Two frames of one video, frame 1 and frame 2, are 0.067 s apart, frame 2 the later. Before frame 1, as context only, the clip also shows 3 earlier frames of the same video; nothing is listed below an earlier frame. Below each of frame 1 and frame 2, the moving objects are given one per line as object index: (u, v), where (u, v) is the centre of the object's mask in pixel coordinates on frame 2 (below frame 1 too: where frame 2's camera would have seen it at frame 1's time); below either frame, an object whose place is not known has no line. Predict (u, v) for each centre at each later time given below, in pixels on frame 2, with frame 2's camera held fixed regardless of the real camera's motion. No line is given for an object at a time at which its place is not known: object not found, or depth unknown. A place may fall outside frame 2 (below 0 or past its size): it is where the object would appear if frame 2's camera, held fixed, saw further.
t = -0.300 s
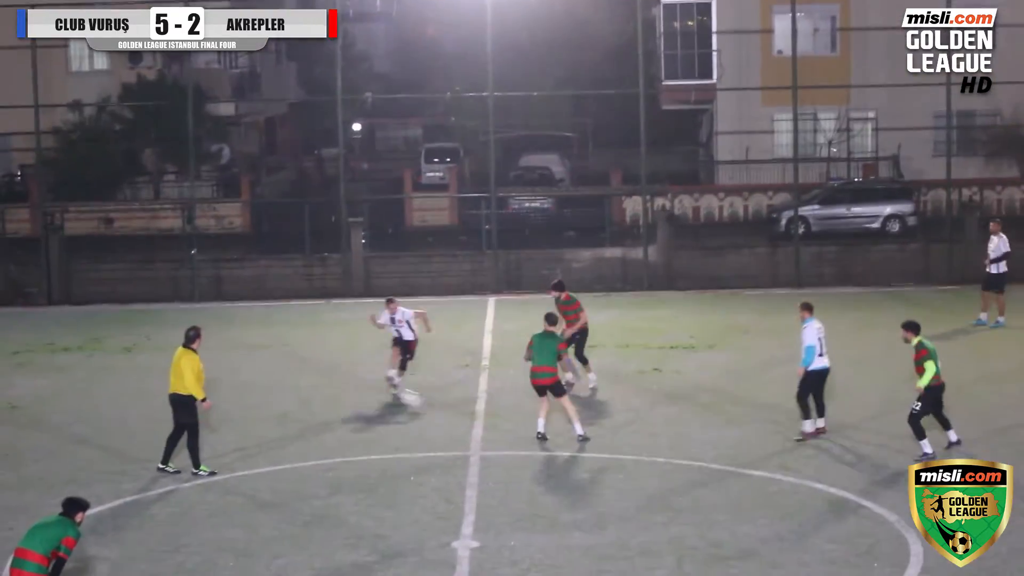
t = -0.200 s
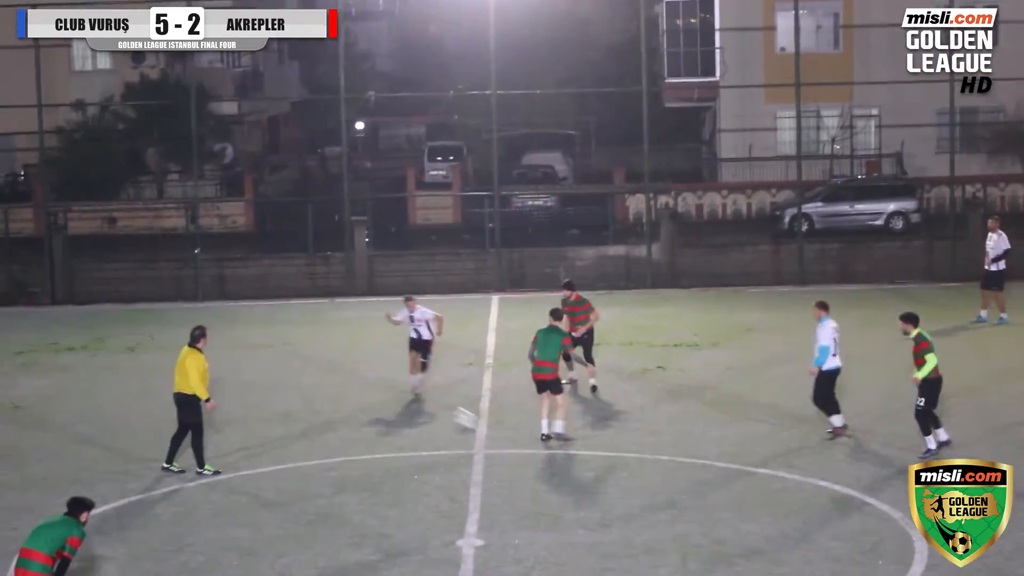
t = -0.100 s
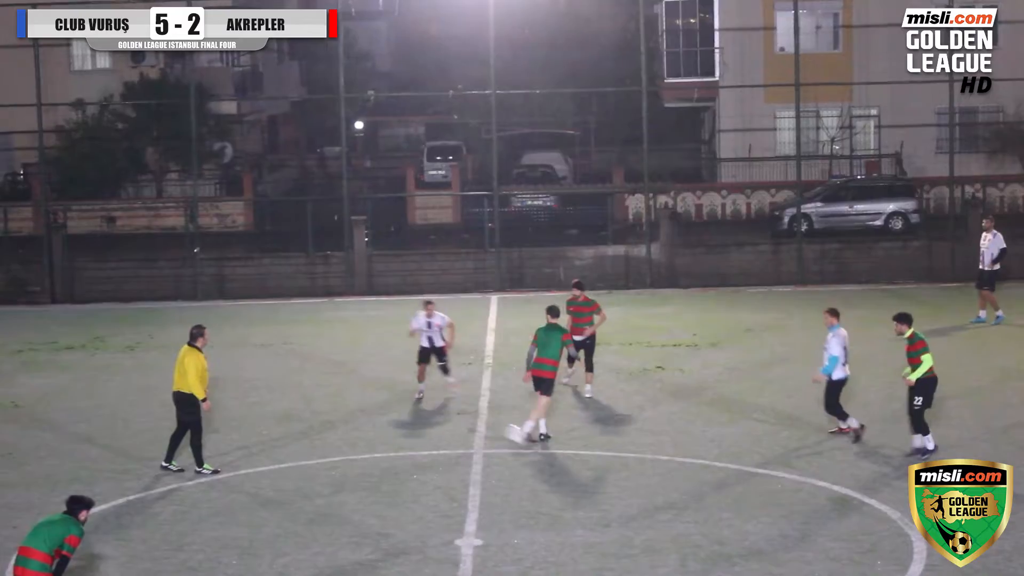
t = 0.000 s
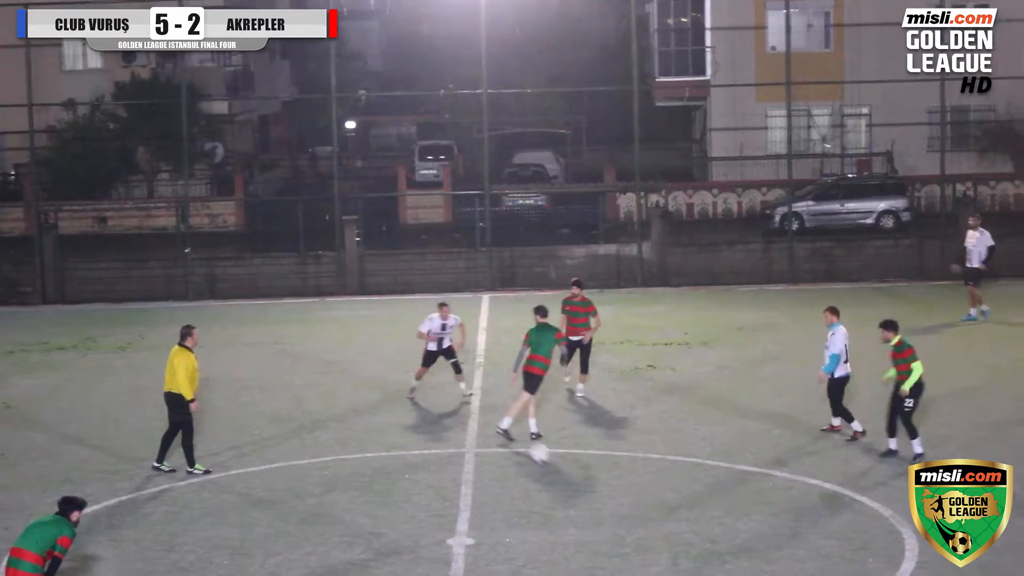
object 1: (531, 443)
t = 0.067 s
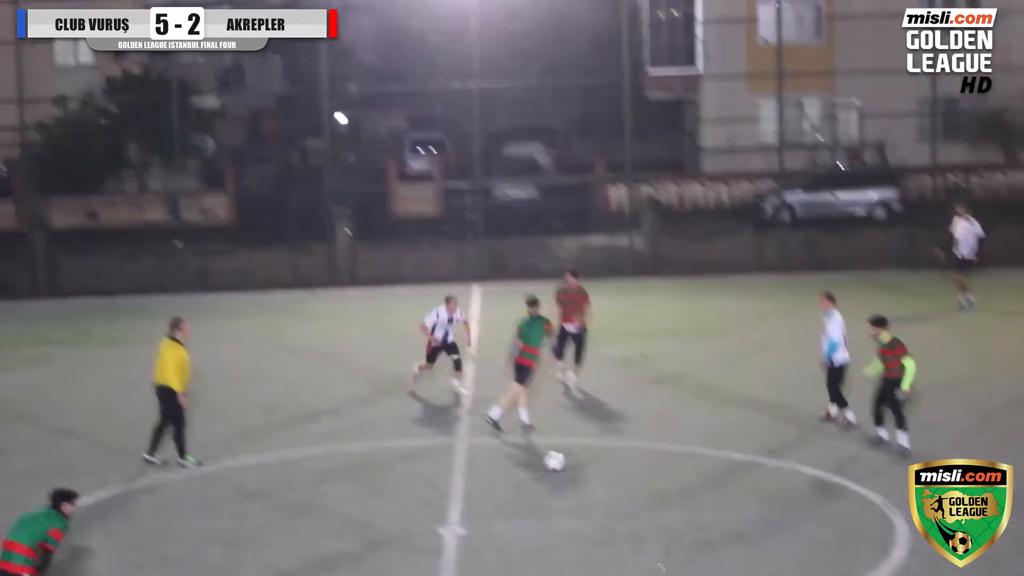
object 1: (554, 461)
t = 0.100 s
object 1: (567, 472)
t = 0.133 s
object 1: (580, 481)
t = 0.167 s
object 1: (592, 488)
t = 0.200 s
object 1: (607, 498)
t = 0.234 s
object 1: (623, 508)
